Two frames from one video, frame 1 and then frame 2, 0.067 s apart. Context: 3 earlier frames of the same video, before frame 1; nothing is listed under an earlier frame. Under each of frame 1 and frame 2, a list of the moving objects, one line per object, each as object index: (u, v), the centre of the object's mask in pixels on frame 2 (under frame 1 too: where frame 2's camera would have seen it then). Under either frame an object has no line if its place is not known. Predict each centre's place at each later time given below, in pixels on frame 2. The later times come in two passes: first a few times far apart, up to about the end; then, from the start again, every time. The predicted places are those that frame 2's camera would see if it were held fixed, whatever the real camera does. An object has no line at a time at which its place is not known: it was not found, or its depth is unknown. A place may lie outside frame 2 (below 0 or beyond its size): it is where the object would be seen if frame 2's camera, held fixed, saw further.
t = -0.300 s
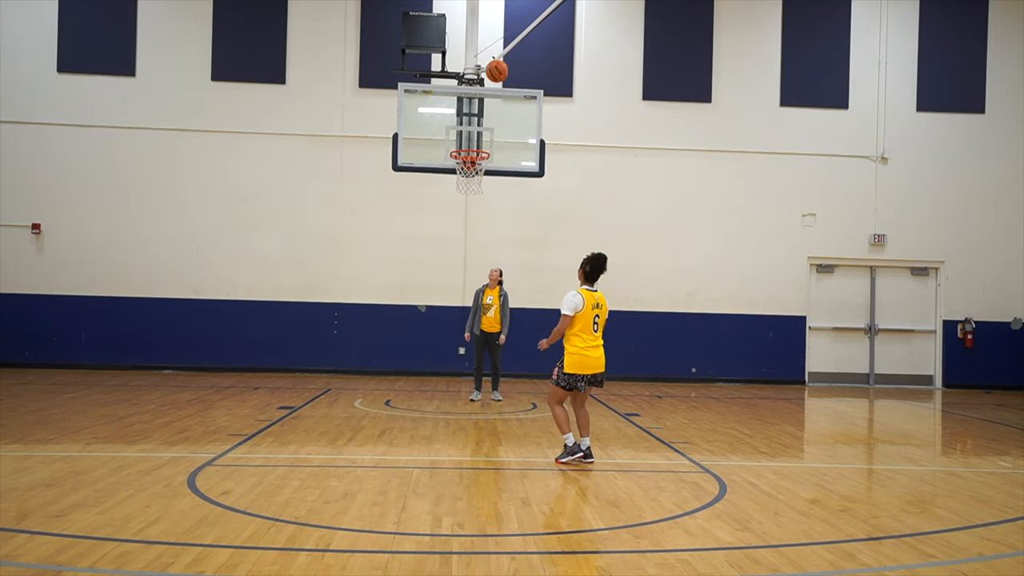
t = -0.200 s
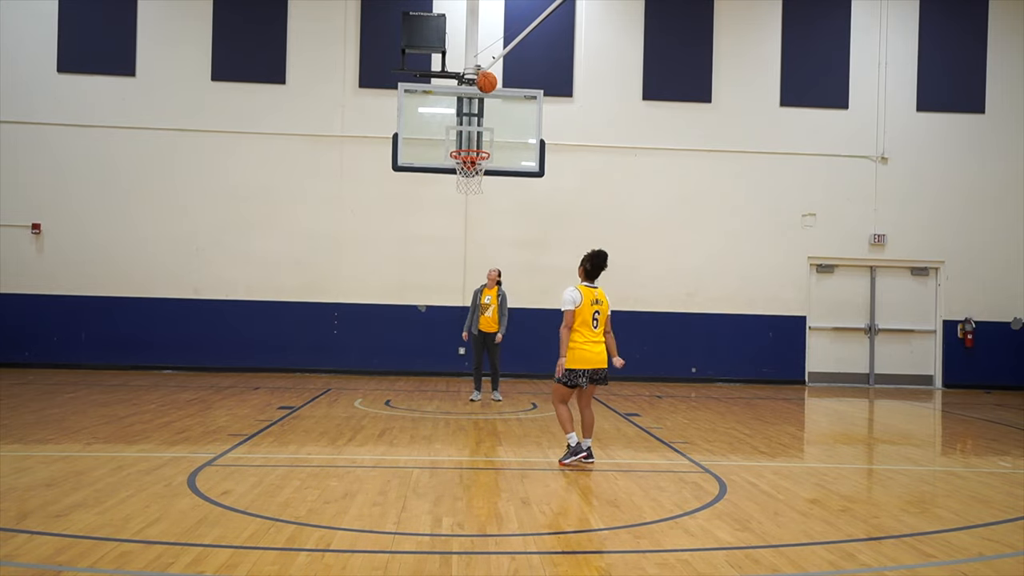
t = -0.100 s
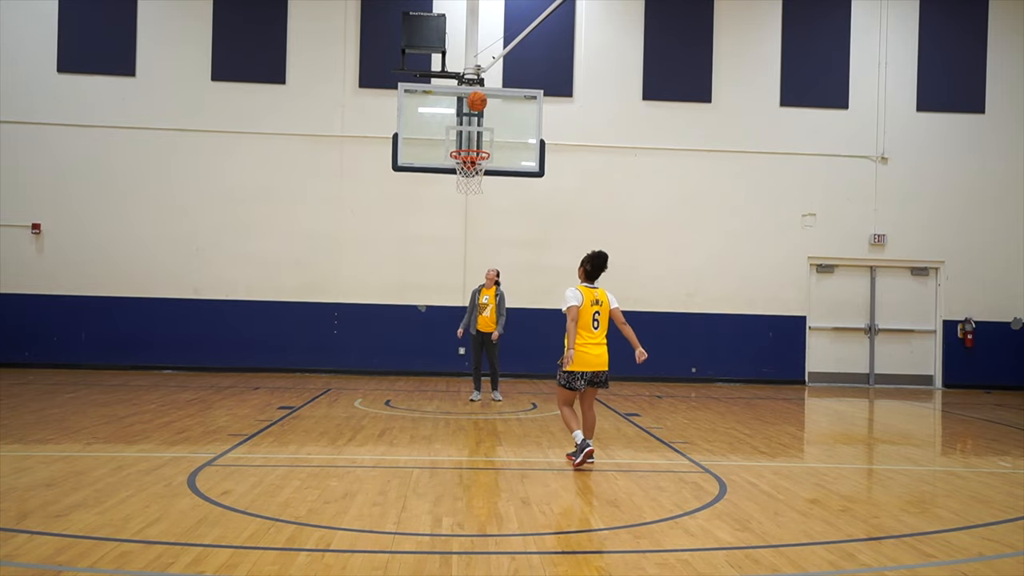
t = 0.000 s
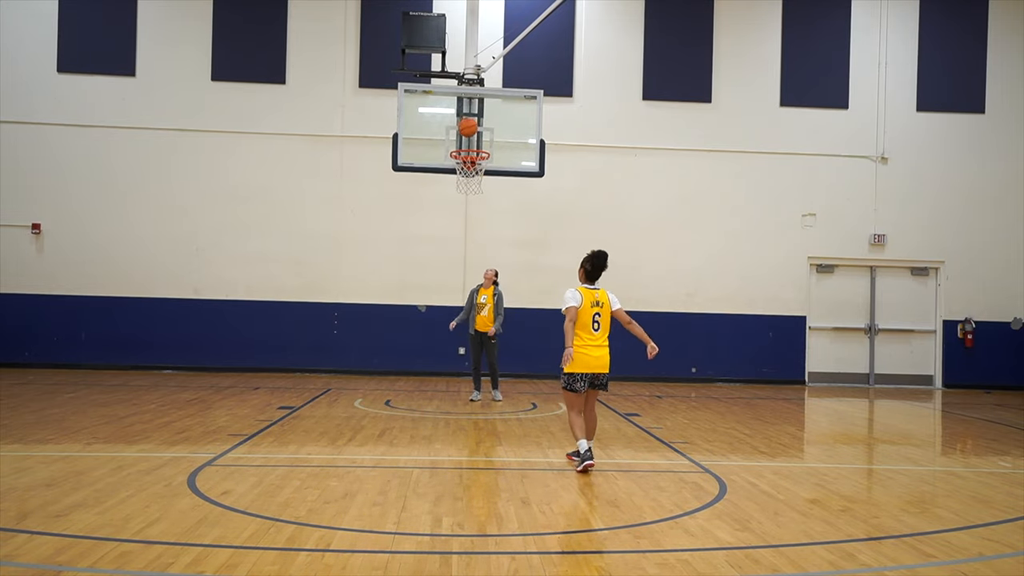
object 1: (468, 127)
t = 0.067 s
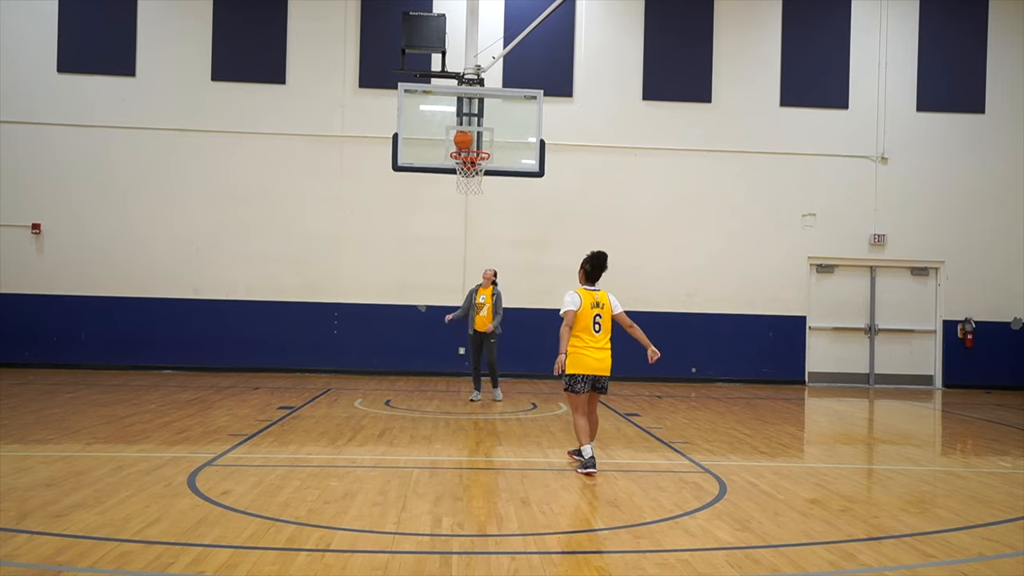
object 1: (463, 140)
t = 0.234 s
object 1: (460, 124)
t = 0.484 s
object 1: (455, 140)
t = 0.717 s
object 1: (443, 144)
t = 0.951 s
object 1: (429, 174)
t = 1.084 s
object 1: (420, 213)
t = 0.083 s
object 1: (463, 137)
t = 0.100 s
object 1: (463, 135)
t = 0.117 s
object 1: (462, 132)
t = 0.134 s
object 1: (462, 130)
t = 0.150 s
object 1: (462, 129)
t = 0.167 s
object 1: (461, 127)
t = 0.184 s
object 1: (461, 126)
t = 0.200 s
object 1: (461, 125)
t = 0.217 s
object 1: (461, 124)
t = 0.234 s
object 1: (460, 124)
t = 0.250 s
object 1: (460, 124)
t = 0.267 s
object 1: (460, 123)
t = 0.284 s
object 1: (459, 123)
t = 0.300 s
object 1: (459, 123)
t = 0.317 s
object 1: (459, 124)
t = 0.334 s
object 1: (458, 125)
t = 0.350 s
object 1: (458, 125)
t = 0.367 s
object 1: (458, 127)
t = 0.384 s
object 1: (457, 128)
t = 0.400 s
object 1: (457, 130)
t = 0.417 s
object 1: (457, 131)
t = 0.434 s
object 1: (456, 133)
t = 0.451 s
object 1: (456, 136)
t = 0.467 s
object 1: (455, 138)
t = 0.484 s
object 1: (455, 140)
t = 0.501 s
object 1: (455, 143)
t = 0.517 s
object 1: (454, 145)
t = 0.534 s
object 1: (453, 146)
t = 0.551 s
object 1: (452, 147)
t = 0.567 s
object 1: (451, 147)
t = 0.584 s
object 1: (449, 145)
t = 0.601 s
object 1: (448, 145)
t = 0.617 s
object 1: (448, 144)
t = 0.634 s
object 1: (447, 144)
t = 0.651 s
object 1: (447, 143)
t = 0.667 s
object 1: (445, 143)
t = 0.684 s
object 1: (445, 143)
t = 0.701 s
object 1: (444, 143)
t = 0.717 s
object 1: (443, 144)
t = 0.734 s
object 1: (442, 144)
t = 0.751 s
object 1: (441, 145)
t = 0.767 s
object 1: (440, 146)
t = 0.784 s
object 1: (439, 148)
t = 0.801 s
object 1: (438, 149)
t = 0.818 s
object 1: (437, 151)
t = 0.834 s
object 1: (436, 153)
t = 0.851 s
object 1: (435, 155)
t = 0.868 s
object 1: (434, 158)
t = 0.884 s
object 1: (433, 161)
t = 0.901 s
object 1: (432, 164)
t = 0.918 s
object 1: (431, 167)
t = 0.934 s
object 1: (430, 170)
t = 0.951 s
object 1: (429, 174)
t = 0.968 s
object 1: (428, 178)
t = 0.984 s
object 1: (427, 183)
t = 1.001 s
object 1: (426, 187)
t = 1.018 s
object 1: (425, 192)
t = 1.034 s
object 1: (424, 197)
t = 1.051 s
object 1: (423, 202)
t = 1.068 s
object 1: (421, 207)
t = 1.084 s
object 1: (420, 213)
